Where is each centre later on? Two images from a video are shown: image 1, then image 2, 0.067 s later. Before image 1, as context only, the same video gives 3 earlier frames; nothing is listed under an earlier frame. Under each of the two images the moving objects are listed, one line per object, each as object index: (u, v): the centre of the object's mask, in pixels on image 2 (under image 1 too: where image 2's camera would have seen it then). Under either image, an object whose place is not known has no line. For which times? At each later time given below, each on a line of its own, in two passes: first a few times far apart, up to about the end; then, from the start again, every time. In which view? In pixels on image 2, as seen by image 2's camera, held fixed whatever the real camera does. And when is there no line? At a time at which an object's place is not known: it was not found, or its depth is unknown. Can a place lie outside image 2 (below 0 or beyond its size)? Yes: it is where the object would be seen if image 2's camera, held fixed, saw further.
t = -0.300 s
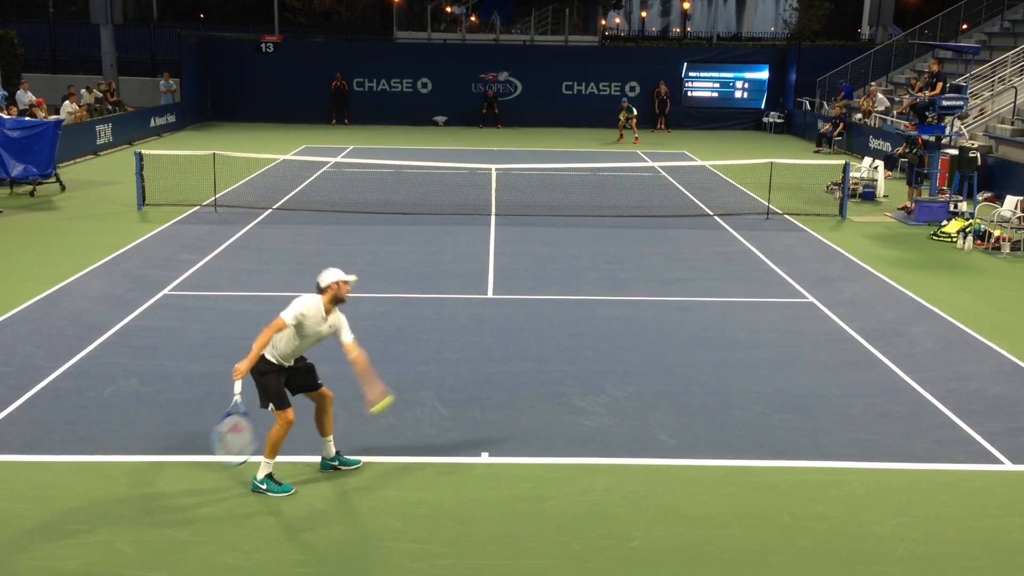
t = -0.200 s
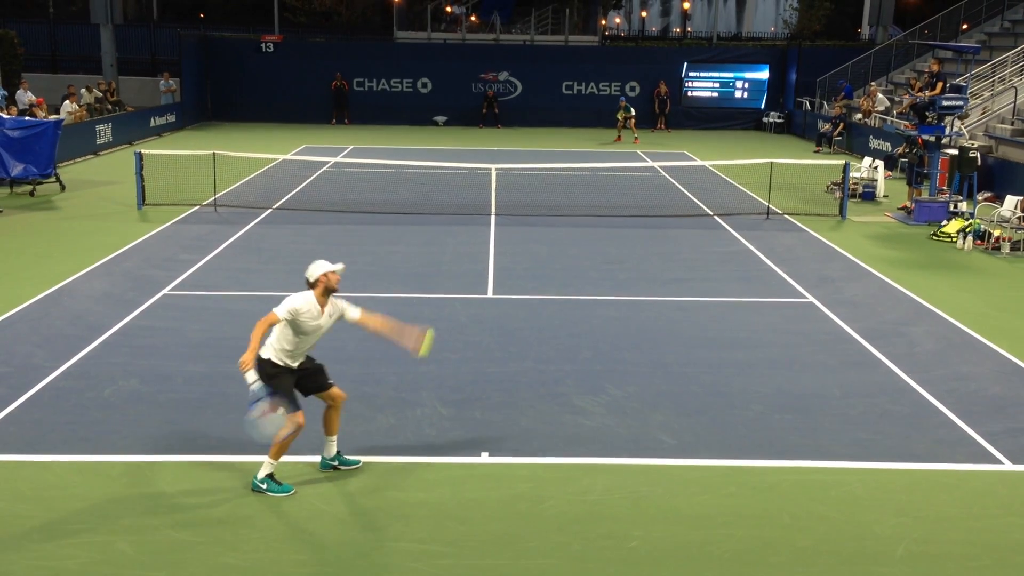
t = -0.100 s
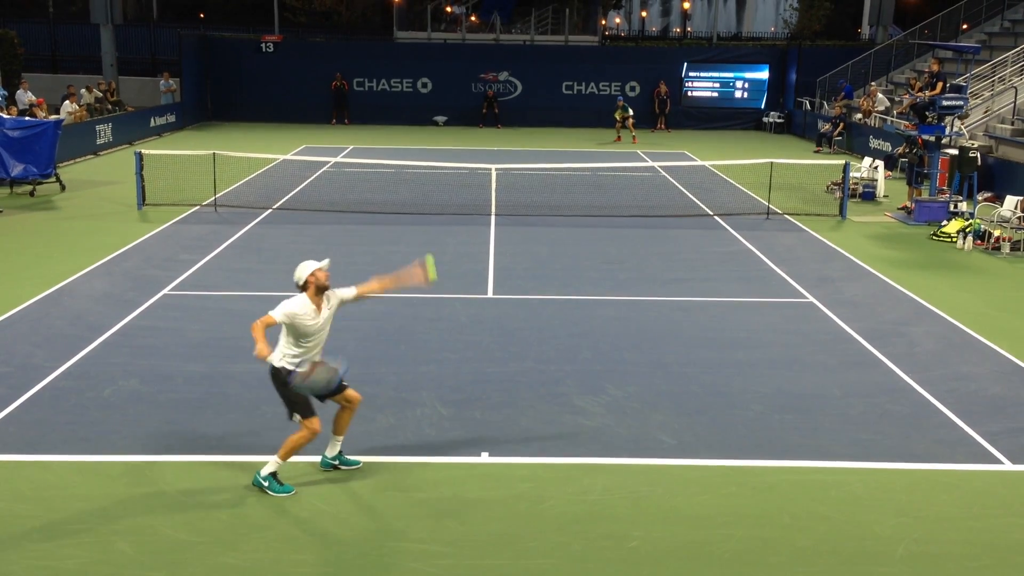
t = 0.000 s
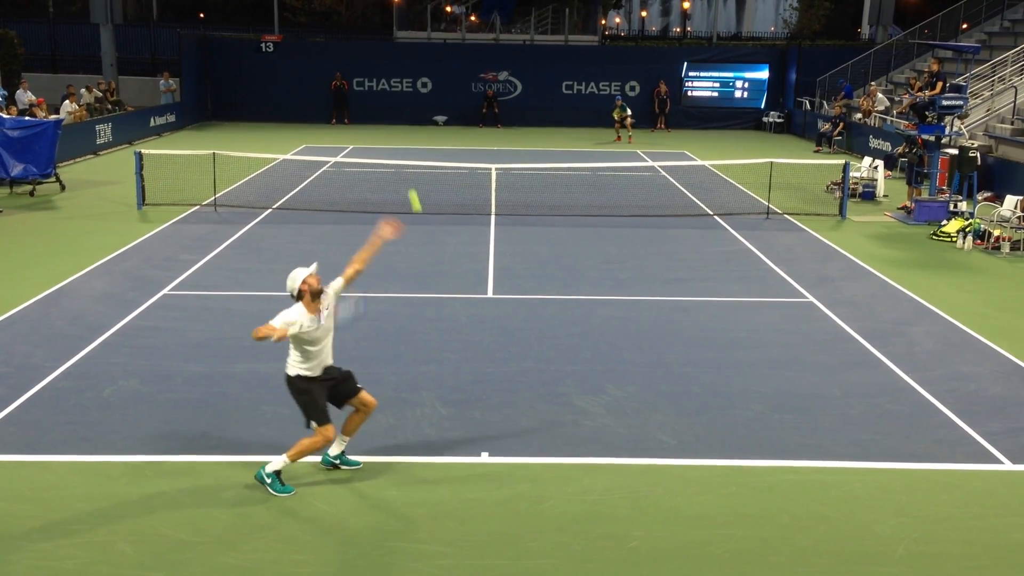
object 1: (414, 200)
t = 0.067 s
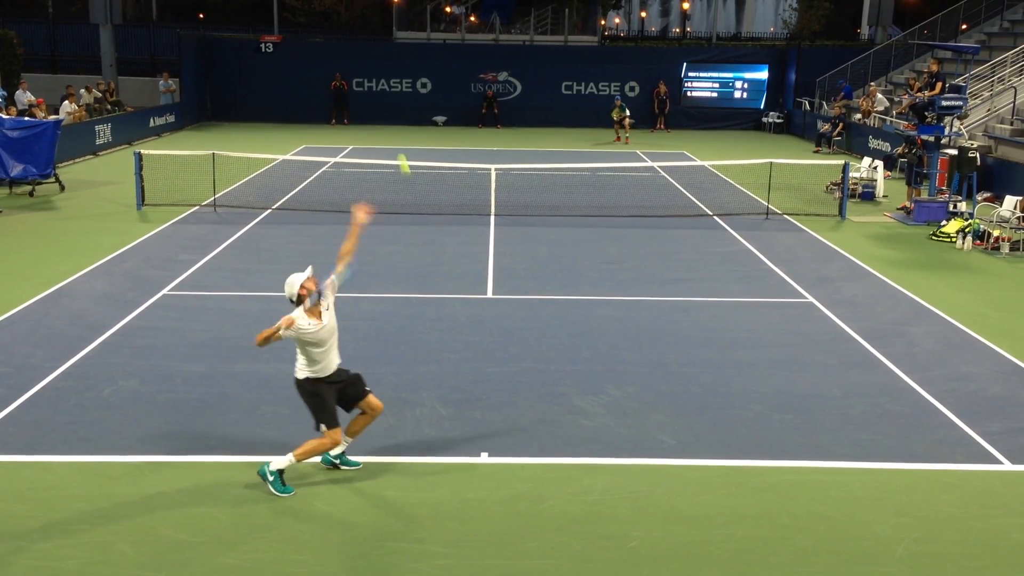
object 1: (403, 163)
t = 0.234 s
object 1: (376, 98)
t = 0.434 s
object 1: (344, 69)
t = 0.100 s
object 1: (397, 147)
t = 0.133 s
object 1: (392, 132)
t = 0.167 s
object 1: (386, 119)
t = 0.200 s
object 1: (381, 108)
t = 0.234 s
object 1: (376, 98)
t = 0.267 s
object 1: (370, 89)
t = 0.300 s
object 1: (365, 82)
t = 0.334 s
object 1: (359, 76)
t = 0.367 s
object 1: (354, 72)
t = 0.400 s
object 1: (349, 70)
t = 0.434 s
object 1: (344, 69)
